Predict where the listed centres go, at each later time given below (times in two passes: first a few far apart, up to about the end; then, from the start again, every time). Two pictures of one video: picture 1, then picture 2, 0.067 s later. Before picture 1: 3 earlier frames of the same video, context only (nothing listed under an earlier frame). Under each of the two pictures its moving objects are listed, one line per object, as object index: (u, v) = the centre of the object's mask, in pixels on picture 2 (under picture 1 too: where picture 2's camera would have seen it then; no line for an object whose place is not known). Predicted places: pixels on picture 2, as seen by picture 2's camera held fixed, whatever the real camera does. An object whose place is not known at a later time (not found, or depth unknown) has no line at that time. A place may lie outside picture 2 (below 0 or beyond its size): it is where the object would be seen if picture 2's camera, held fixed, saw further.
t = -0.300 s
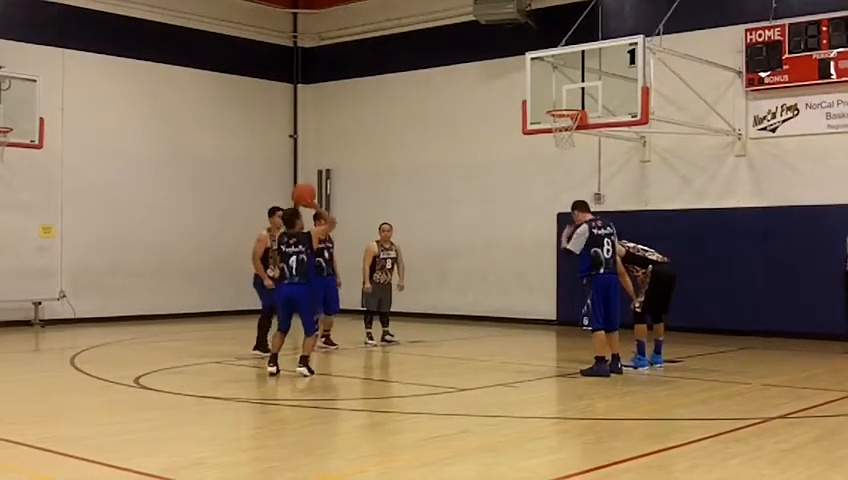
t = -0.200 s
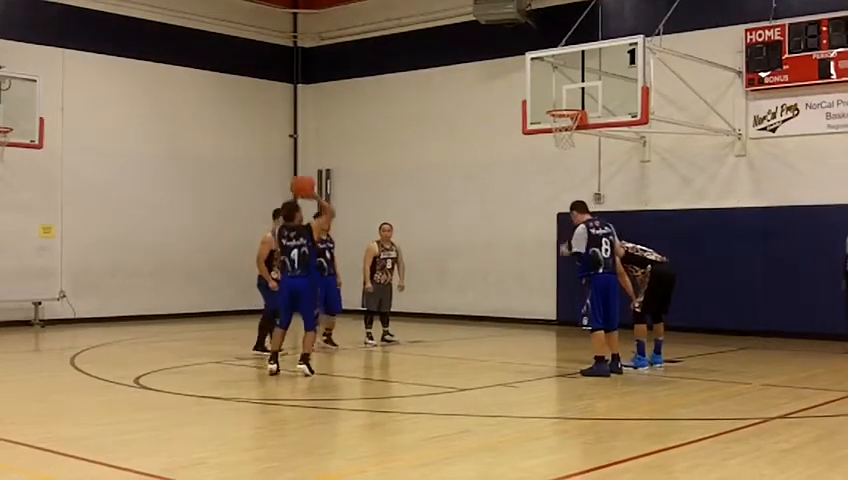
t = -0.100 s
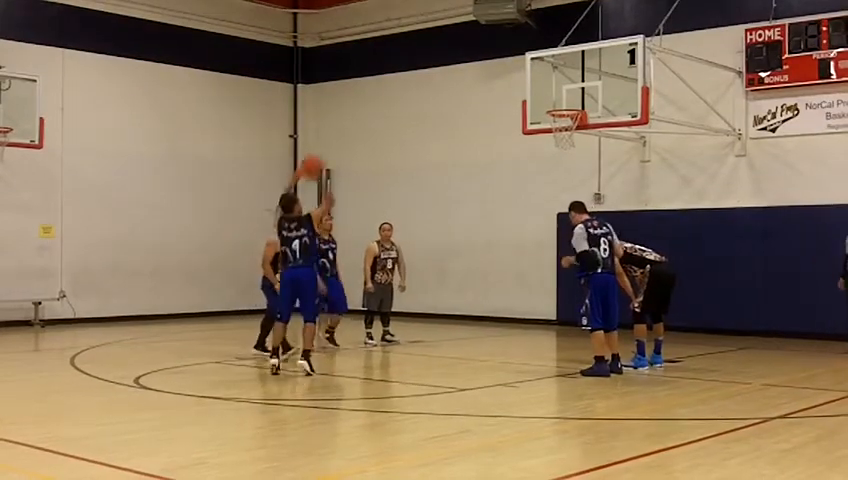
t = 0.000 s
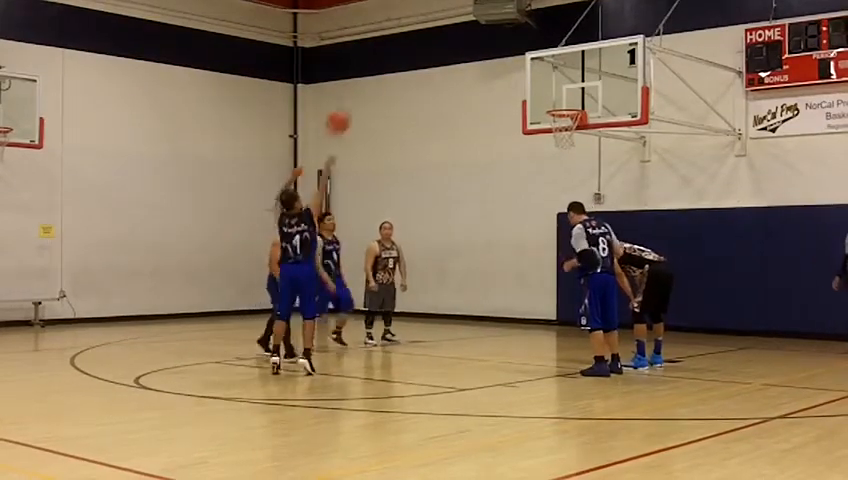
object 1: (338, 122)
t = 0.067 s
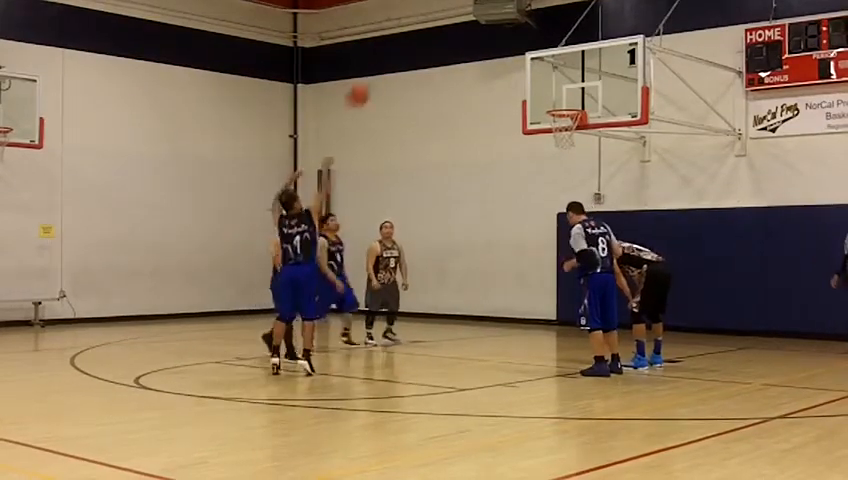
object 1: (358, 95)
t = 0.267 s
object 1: (414, 43)
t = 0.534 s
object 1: (480, 33)
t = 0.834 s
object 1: (544, 89)
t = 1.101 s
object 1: (548, 75)
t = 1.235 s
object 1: (547, 76)
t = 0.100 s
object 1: (368, 82)
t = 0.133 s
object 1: (378, 71)
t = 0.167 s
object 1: (387, 62)
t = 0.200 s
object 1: (397, 54)
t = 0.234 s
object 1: (406, 48)
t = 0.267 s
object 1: (414, 43)
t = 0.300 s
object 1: (424, 39)
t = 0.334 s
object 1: (432, 36)
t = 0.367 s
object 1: (440, 34)
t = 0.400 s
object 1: (450, 32)
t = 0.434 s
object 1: (458, 31)
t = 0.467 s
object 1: (465, 30)
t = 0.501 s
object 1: (473, 31)
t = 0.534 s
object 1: (480, 33)
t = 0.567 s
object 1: (489, 36)
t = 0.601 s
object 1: (495, 39)
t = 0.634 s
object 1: (502, 44)
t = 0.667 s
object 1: (509, 48)
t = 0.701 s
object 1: (516, 55)
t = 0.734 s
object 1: (522, 61)
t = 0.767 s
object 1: (530, 71)
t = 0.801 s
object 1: (536, 80)
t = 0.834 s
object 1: (544, 89)
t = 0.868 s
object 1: (550, 100)
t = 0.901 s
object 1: (551, 101)
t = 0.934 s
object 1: (551, 92)
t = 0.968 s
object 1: (550, 88)
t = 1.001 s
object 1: (550, 82)
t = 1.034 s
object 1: (549, 80)
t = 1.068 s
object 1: (549, 78)
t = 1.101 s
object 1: (548, 75)
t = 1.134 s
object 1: (548, 75)
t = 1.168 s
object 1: (547, 75)
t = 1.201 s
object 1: (547, 75)
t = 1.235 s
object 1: (547, 76)
